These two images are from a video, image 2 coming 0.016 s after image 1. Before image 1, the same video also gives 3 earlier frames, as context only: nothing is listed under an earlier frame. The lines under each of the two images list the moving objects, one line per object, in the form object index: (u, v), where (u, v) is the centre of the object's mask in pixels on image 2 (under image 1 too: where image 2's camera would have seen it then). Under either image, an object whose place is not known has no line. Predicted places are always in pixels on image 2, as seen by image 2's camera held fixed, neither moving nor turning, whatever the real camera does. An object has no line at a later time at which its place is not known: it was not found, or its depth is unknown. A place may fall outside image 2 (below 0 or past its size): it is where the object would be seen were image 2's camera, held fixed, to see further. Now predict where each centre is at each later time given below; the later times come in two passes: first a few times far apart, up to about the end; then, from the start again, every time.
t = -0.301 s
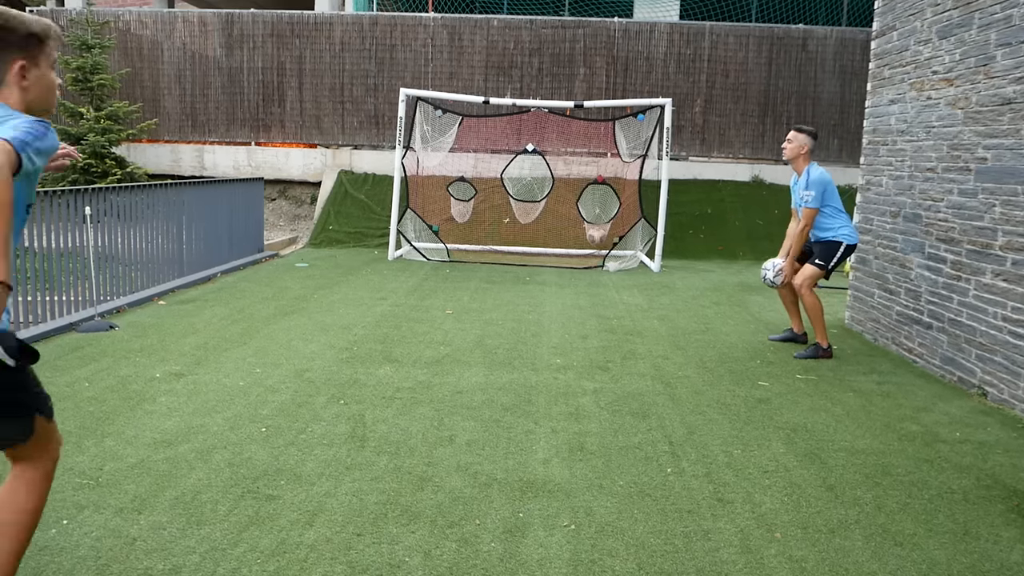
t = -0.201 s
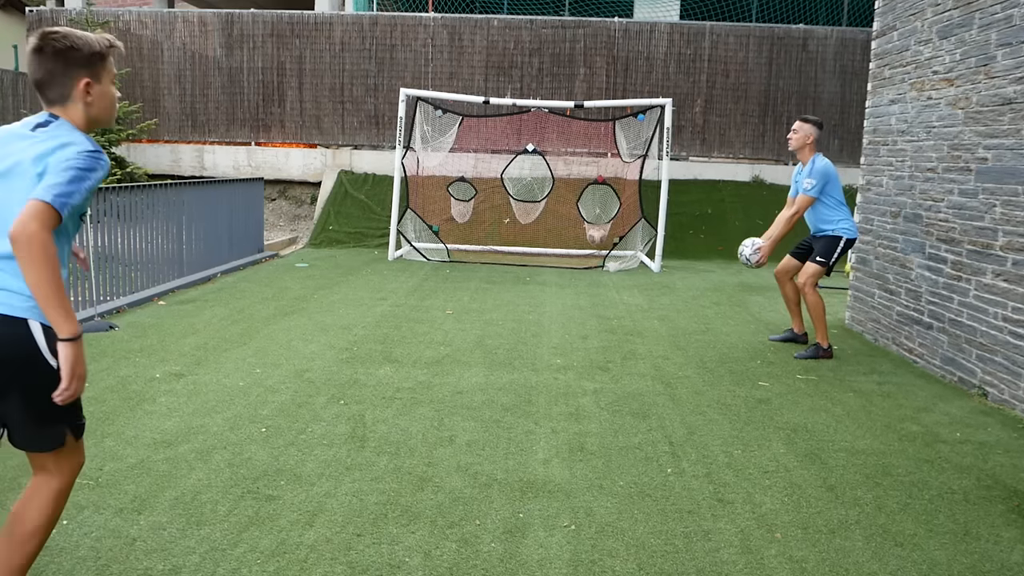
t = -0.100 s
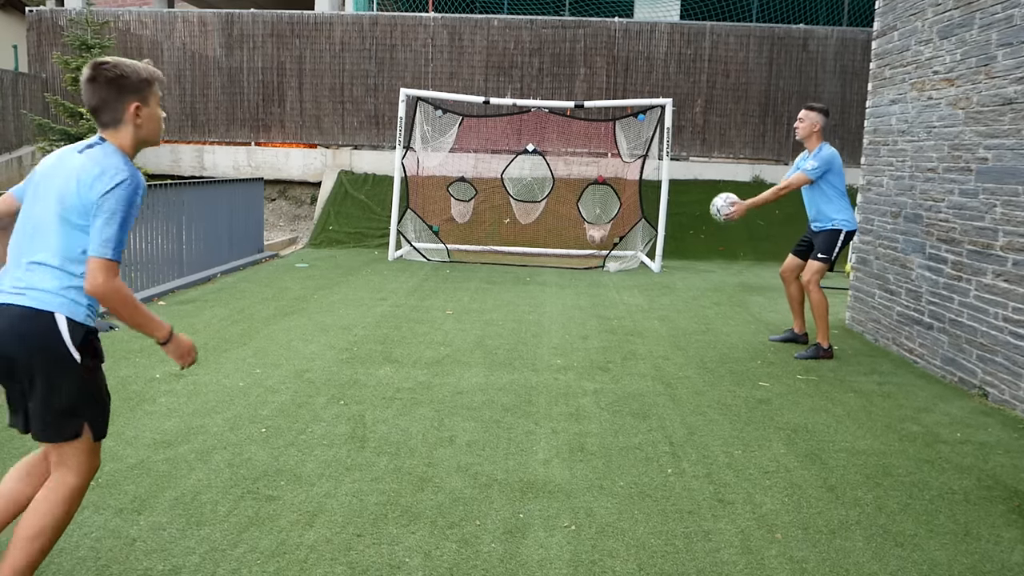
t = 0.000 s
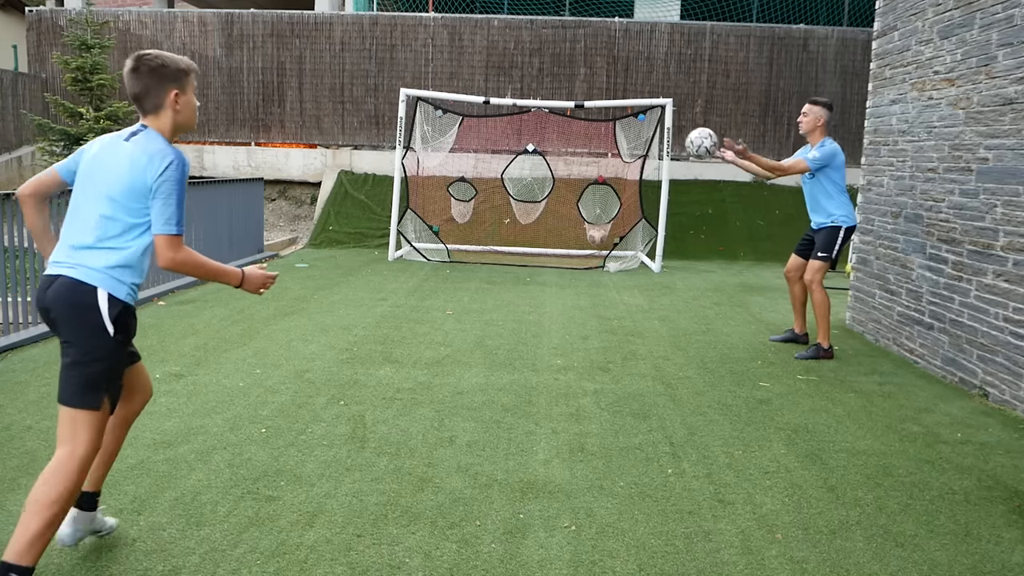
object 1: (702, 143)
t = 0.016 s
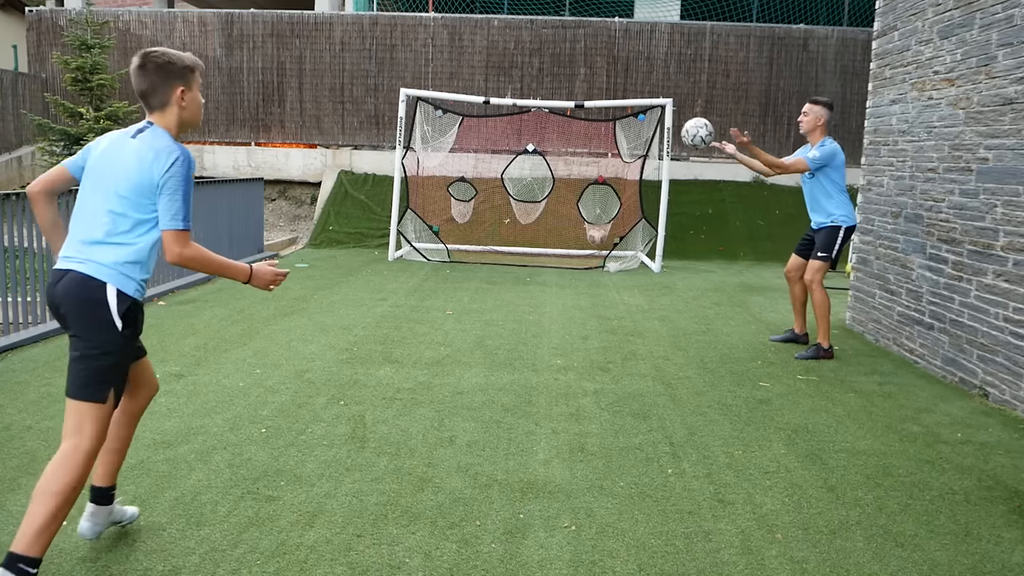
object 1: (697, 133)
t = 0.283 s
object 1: (626, 27)
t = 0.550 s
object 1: (550, 25)
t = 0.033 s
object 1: (693, 124)
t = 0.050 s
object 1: (689, 114)
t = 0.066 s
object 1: (685, 105)
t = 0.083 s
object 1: (680, 97)
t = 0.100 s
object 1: (676, 89)
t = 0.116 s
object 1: (671, 81)
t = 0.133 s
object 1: (666, 73)
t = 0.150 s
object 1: (662, 67)
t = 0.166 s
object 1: (658, 61)
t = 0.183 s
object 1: (653, 54)
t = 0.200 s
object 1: (649, 48)
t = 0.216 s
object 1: (644, 44)
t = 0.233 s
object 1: (640, 39)
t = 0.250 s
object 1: (635, 34)
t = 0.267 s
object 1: (630, 30)
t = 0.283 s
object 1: (626, 27)
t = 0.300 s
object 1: (622, 23)
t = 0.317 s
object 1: (617, 20)
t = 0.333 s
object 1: (612, 18)
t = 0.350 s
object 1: (608, 16)
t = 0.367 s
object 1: (603, 15)
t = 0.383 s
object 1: (598, 14)
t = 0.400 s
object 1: (594, 14)
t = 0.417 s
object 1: (589, 13)
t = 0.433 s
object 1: (584, 13)
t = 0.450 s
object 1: (579, 14)
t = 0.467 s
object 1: (574, 15)
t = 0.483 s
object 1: (569, 15)
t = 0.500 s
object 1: (564, 17)
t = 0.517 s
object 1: (559, 19)
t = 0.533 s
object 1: (555, 22)
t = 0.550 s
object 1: (550, 25)
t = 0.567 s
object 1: (545, 29)
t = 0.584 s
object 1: (540, 32)
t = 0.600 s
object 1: (535, 37)
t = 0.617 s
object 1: (530, 42)
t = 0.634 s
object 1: (526, 47)
